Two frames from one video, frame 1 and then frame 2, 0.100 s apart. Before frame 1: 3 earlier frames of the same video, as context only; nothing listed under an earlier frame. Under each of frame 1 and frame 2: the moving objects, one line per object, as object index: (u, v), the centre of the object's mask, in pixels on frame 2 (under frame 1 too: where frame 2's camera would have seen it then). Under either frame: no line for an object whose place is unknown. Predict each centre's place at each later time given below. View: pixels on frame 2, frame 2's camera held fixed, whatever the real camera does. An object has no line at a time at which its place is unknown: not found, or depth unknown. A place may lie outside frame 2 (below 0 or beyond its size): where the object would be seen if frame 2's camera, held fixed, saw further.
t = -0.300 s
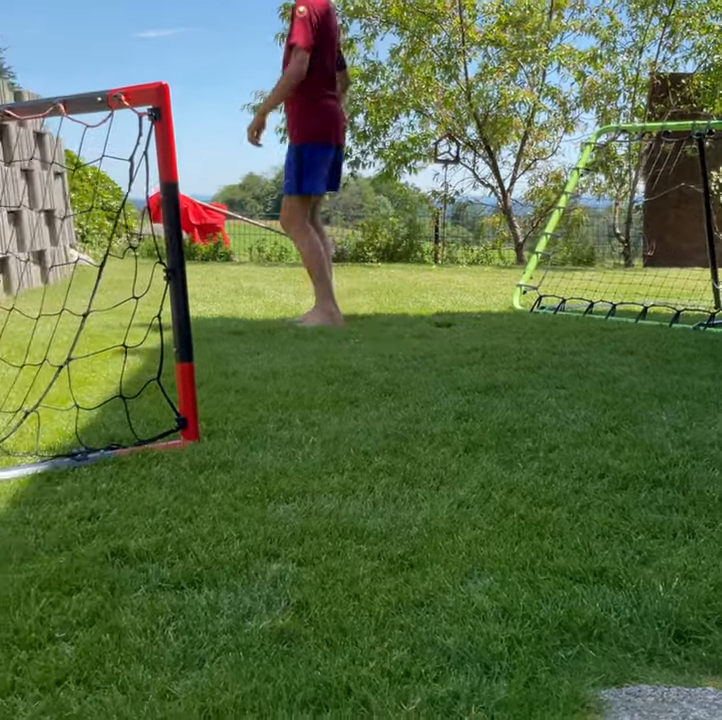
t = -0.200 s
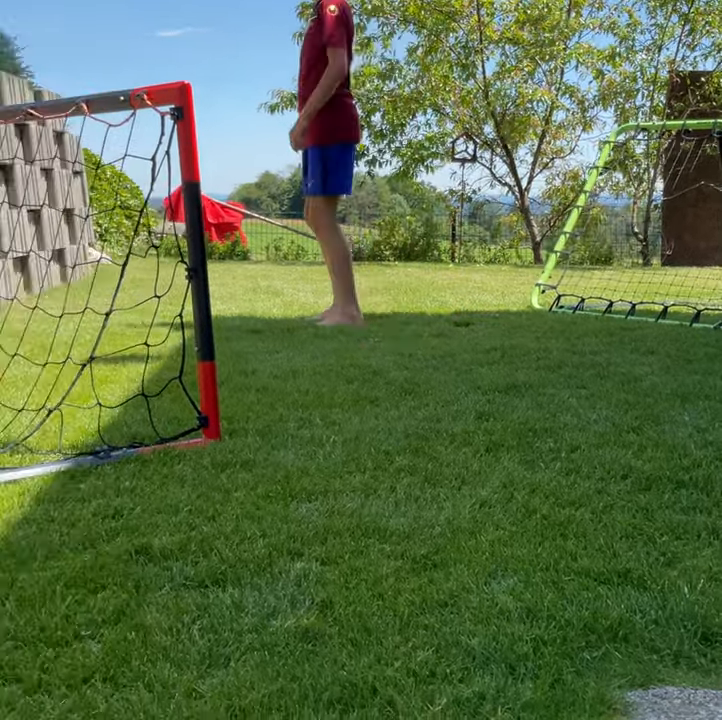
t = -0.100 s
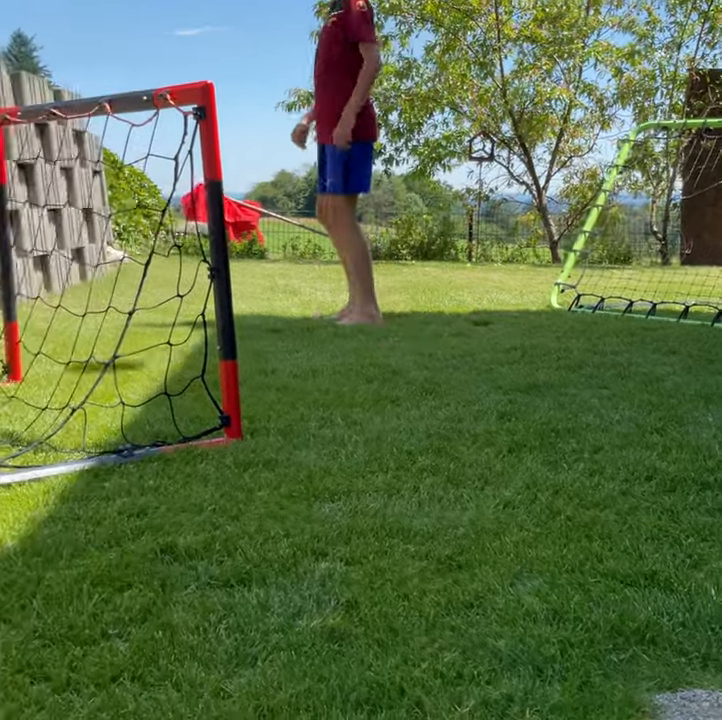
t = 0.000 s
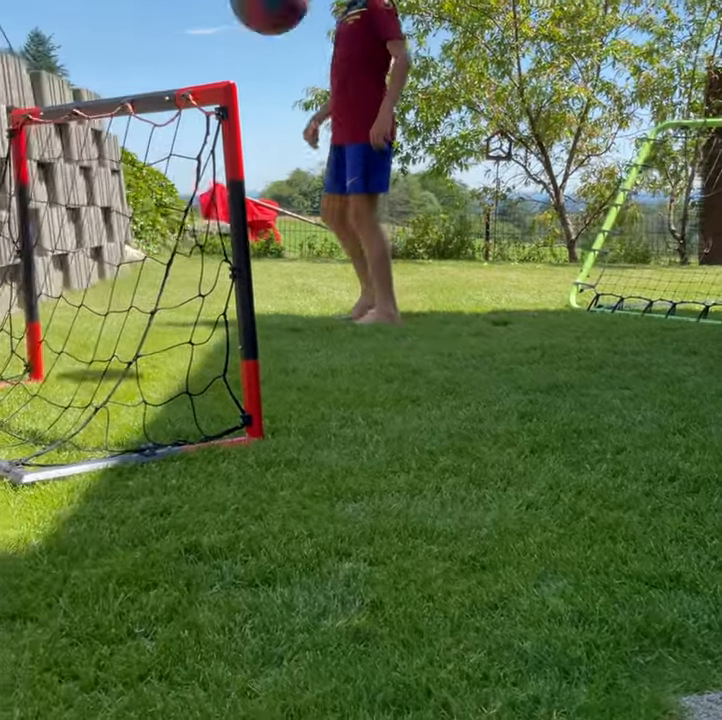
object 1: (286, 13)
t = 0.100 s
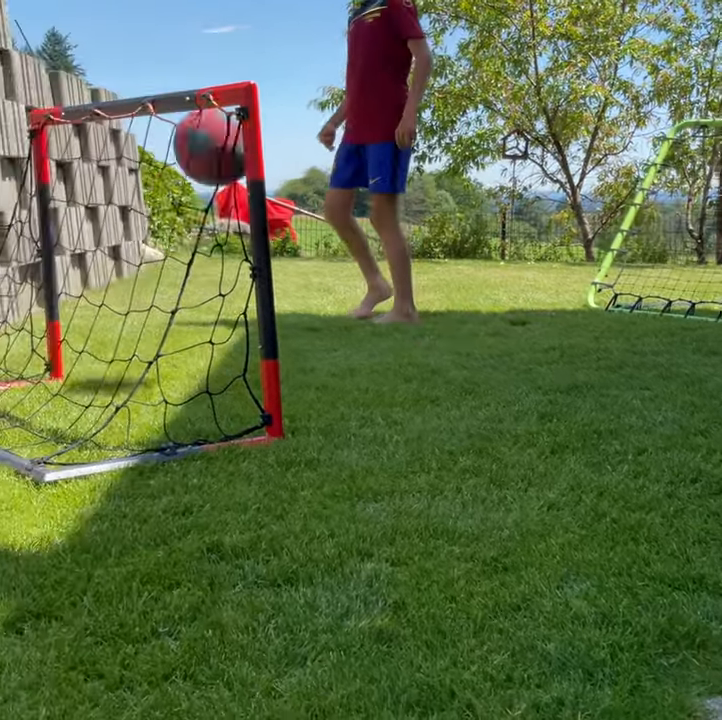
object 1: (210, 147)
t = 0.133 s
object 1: (190, 205)
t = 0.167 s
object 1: (163, 272)
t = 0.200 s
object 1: (135, 346)
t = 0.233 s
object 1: (121, 358)
